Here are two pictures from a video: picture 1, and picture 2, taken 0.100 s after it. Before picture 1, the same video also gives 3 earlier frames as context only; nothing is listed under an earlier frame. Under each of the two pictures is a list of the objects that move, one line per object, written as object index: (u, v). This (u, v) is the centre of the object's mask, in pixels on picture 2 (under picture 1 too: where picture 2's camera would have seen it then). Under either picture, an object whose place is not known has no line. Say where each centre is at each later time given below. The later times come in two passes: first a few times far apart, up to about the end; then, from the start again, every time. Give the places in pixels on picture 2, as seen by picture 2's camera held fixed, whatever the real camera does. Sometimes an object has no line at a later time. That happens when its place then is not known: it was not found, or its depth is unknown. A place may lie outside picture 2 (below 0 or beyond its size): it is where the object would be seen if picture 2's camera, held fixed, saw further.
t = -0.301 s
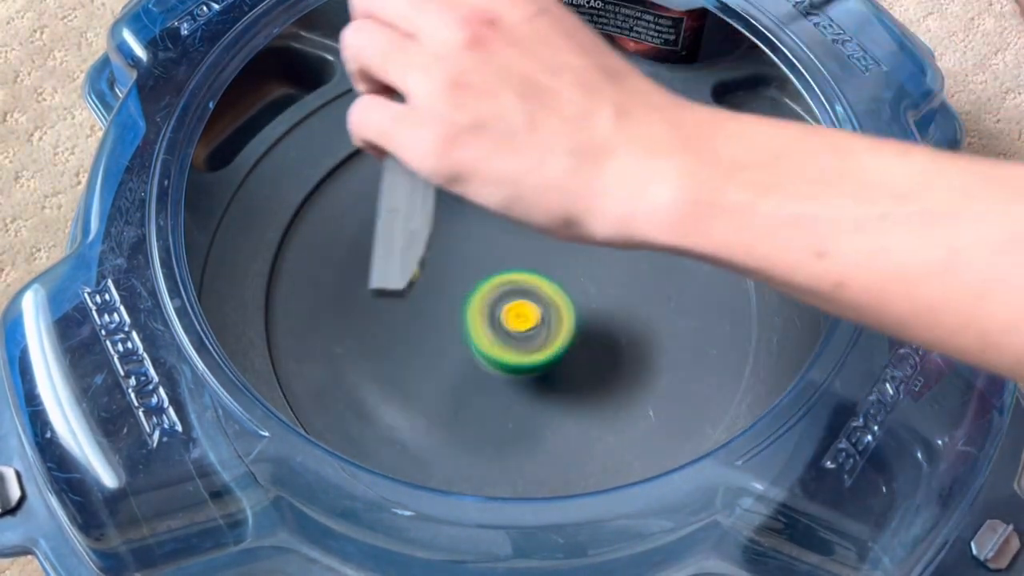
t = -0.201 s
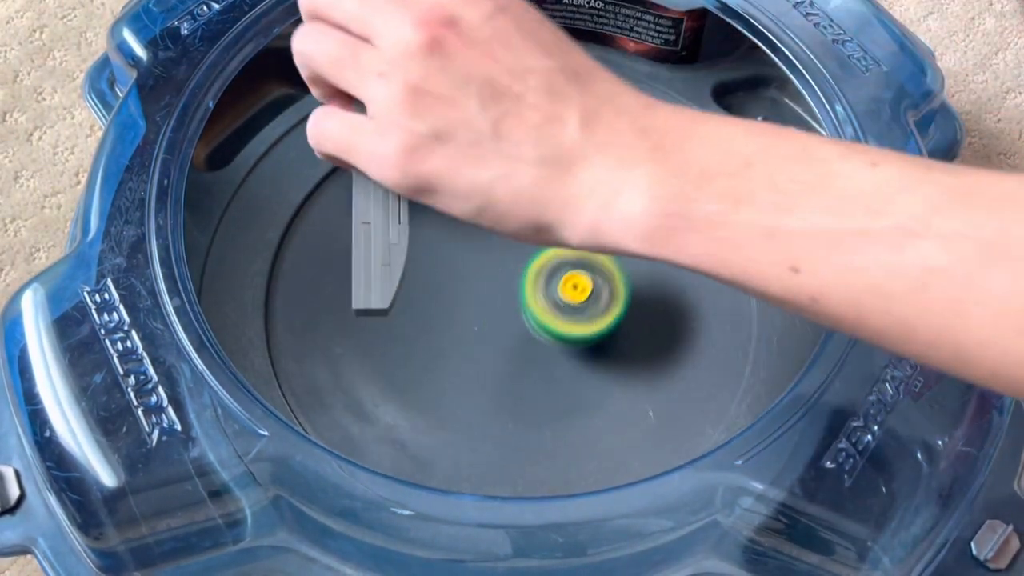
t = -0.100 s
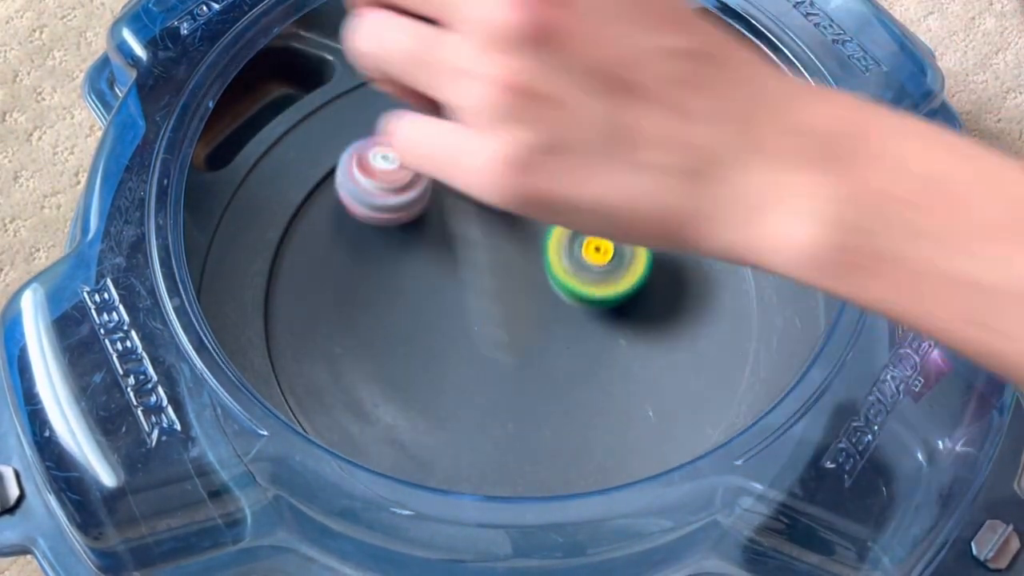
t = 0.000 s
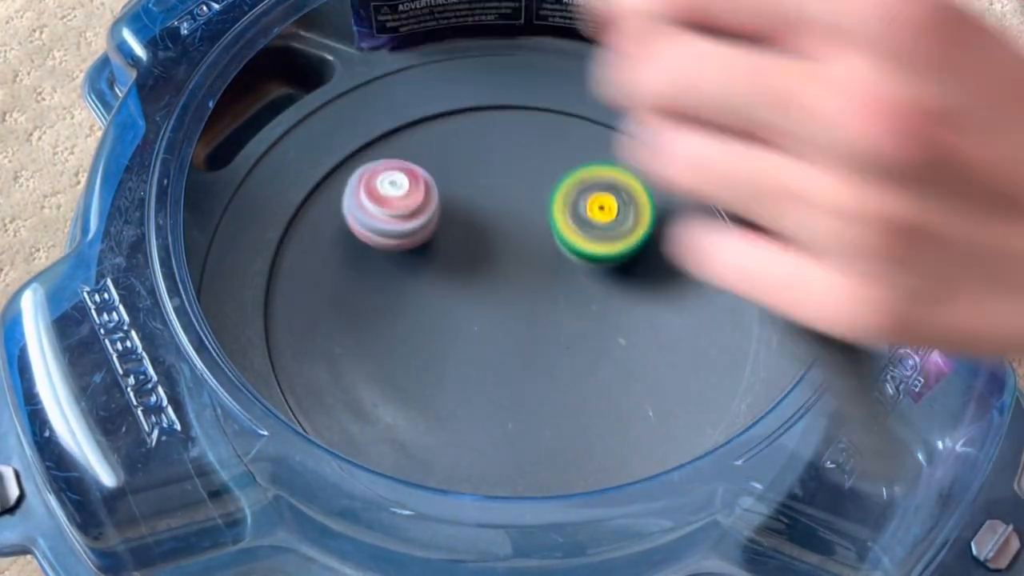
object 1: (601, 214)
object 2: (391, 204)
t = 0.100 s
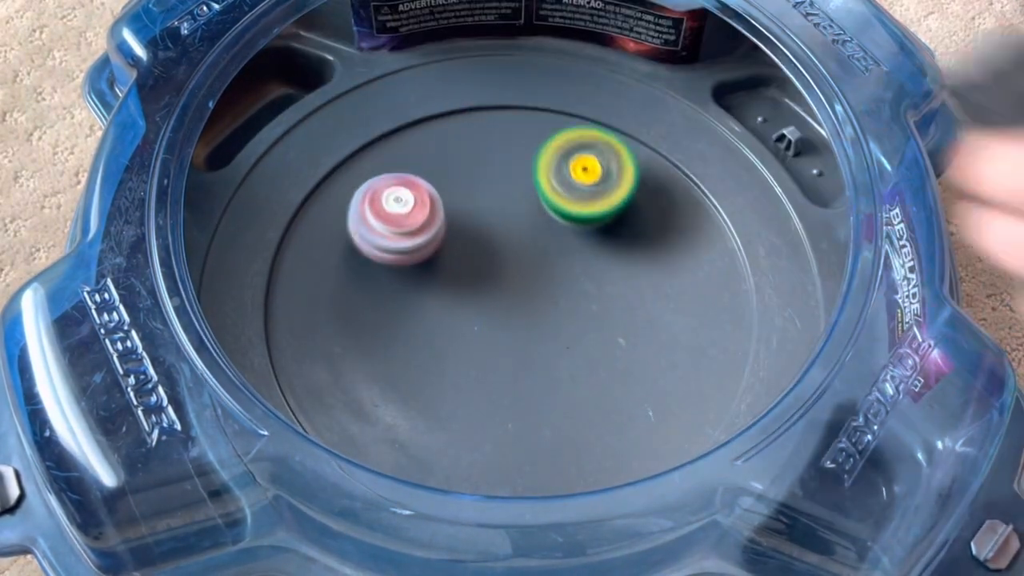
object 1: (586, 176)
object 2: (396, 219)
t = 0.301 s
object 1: (492, 175)
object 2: (401, 240)
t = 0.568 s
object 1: (564, 285)
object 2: (385, 267)
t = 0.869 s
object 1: (669, 275)
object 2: (395, 289)
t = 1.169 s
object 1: (523, 279)
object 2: (408, 309)
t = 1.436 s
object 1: (657, 297)
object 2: (328, 310)
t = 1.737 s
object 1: (538, 268)
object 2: (347, 326)
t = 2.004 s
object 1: (602, 281)
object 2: (295, 351)
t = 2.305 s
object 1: (620, 201)
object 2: (328, 364)
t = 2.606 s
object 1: (481, 257)
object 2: (394, 375)
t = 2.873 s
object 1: (536, 205)
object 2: (512, 451)
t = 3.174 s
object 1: (493, 193)
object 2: (597, 380)
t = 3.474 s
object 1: (515, 270)
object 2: (627, 398)
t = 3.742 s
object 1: (413, 90)
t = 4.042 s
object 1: (479, 227)
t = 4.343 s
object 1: (560, 334)
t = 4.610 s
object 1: (533, 340)
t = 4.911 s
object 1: (461, 300)
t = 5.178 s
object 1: (459, 246)
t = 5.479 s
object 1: (531, 229)
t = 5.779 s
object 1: (580, 270)
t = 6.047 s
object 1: (561, 330)
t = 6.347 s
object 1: (466, 347)
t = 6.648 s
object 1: (432, 284)
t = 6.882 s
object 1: (481, 223)
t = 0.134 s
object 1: (574, 166)
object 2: (397, 223)
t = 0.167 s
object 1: (560, 159)
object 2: (397, 226)
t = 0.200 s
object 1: (544, 156)
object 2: (398, 229)
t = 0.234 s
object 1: (526, 157)
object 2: (399, 233)
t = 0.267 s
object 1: (508, 164)
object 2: (400, 236)
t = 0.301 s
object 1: (492, 175)
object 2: (401, 240)
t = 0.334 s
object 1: (488, 188)
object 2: (391, 245)
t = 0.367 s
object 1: (493, 202)
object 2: (384, 250)
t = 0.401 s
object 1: (499, 218)
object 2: (383, 253)
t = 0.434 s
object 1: (509, 235)
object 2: (384, 255)
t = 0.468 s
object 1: (520, 250)
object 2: (384, 259)
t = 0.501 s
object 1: (534, 264)
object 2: (384, 261)
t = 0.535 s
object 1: (549, 275)
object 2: (385, 264)
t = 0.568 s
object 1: (564, 285)
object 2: (385, 267)
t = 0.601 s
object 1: (580, 292)
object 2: (386, 269)
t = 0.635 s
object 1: (595, 297)
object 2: (387, 272)
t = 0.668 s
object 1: (609, 299)
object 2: (387, 274)
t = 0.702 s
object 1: (623, 300)
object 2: (388, 277)
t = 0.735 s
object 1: (635, 299)
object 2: (389, 279)
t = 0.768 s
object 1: (647, 297)
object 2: (391, 282)
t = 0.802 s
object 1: (657, 292)
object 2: (392, 284)
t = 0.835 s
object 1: (665, 284)
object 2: (393, 287)
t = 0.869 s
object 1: (669, 275)
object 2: (395, 289)
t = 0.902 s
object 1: (667, 264)
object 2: (396, 291)
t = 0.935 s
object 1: (658, 254)
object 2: (398, 294)
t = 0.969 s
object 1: (643, 248)
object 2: (401, 296)
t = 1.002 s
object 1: (624, 246)
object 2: (403, 298)
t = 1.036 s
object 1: (603, 247)
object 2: (405, 301)
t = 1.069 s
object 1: (581, 251)
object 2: (407, 303)
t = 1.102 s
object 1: (559, 259)
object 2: (409, 305)
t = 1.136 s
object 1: (538, 268)
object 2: (411, 307)
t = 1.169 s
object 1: (523, 279)
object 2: (408, 309)
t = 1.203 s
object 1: (551, 286)
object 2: (371, 308)
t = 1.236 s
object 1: (576, 295)
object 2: (343, 307)
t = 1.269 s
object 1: (598, 302)
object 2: (327, 305)
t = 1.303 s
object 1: (617, 307)
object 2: (321, 304)
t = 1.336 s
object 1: (630, 309)
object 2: (322, 304)
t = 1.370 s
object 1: (641, 308)
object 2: (325, 306)
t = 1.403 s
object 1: (651, 304)
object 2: (326, 308)
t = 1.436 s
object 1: (657, 297)
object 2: (328, 310)
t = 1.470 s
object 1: (661, 288)
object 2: (330, 312)
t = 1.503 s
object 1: (659, 277)
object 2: (332, 314)
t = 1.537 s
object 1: (651, 267)
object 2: (333, 316)
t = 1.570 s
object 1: (637, 260)
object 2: (334, 317)
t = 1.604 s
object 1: (619, 256)
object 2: (336, 319)
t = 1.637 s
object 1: (599, 255)
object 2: (338, 321)
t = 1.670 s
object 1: (578, 257)
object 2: (341, 323)
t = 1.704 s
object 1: (557, 262)
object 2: (344, 325)
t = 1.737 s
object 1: (538, 268)
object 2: (347, 326)
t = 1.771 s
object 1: (519, 275)
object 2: (352, 329)
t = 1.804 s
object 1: (502, 283)
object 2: (356, 331)
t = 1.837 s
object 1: (488, 292)
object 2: (364, 333)
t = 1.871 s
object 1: (480, 300)
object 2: (370, 336)
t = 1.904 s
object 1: (513, 297)
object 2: (335, 343)
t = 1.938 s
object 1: (548, 293)
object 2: (308, 350)
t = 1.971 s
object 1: (578, 288)
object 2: (295, 352)
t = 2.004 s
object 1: (602, 281)
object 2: (295, 351)
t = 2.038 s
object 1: (621, 275)
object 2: (299, 351)
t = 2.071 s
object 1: (634, 268)
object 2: (304, 352)
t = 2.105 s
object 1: (641, 260)
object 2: (308, 353)
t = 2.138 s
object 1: (644, 252)
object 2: (311, 355)
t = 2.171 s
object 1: (645, 242)
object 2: (315, 357)
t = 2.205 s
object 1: (643, 231)
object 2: (317, 358)
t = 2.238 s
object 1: (640, 220)
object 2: (321, 360)
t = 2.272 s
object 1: (632, 210)
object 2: (324, 362)
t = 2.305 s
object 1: (620, 201)
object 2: (328, 364)
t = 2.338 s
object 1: (605, 196)
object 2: (332, 366)
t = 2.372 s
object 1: (588, 195)
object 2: (336, 367)
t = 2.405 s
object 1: (570, 198)
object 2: (340, 369)
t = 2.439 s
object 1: (552, 203)
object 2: (344, 371)
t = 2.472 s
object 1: (535, 211)
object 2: (348, 372)
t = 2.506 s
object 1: (519, 220)
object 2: (354, 373)
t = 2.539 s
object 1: (504, 232)
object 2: (363, 374)
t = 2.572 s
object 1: (492, 244)
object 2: (378, 375)
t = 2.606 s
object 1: (481, 257)
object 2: (394, 375)
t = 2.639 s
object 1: (471, 270)
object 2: (410, 375)
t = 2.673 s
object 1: (464, 280)
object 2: (426, 374)
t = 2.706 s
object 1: (477, 265)
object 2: (426, 396)
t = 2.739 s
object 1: (493, 249)
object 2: (431, 419)
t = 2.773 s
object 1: (508, 234)
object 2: (446, 435)
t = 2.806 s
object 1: (520, 222)
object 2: (466, 444)
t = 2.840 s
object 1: (530, 213)
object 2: (487, 449)
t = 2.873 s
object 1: (536, 205)
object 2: (512, 451)
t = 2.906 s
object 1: (538, 198)
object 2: (532, 447)
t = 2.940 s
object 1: (537, 193)
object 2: (554, 441)
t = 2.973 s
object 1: (534, 189)
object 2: (570, 432)
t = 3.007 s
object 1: (529, 184)
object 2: (583, 418)
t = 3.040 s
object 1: (523, 180)
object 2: (591, 405)
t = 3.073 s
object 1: (515, 177)
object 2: (595, 395)
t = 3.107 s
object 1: (507, 179)
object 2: (596, 387)
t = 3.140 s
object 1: (499, 184)
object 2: (597, 382)
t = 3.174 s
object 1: (493, 193)
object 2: (597, 380)
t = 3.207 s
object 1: (490, 205)
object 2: (598, 379)
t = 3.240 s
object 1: (489, 218)
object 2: (599, 377)
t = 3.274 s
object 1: (491, 232)
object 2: (599, 375)
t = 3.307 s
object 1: (495, 245)
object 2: (599, 373)
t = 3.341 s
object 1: (501, 258)
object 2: (599, 372)
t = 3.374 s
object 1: (509, 270)
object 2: (601, 370)
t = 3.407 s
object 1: (516, 281)
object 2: (602, 368)
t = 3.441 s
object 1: (525, 291)
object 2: (602, 367)
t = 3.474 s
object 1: (515, 270)
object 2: (627, 398)
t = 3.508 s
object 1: (492, 229)
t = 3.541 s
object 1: (471, 189)
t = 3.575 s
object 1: (455, 155)
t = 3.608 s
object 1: (438, 126)
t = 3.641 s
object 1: (428, 102)
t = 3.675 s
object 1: (421, 90)
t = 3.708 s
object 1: (416, 88)
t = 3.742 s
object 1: (413, 90)
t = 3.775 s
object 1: (411, 95)
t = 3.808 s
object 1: (411, 102)
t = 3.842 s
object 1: (415, 119)
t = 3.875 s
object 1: (422, 134)
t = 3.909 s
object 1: (430, 151)
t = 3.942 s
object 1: (439, 168)
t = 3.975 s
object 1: (451, 189)
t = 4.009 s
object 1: (464, 208)
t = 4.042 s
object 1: (479, 227)
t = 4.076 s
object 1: (491, 245)
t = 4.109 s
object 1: (506, 263)
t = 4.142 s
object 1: (520, 278)
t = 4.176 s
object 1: (530, 291)
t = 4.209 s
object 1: (538, 301)
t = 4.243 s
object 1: (545, 311)
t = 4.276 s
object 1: (552, 319)
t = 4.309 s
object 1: (557, 327)
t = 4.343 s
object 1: (560, 334)
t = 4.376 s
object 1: (563, 338)
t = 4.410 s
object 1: (563, 342)
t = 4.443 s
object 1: (562, 344)
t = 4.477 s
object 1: (559, 346)
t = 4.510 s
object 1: (554, 347)
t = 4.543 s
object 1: (548, 346)
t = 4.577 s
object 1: (541, 343)
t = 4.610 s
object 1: (533, 340)
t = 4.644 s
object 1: (524, 338)
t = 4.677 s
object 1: (516, 336)
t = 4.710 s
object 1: (508, 332)
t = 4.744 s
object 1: (500, 328)
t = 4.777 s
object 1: (491, 323)
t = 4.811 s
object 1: (482, 318)
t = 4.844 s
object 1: (474, 313)
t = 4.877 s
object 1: (468, 307)
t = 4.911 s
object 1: (461, 300)
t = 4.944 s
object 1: (456, 294)
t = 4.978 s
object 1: (452, 287)
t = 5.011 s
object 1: (450, 280)
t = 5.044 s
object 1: (449, 271)
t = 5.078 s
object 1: (450, 264)
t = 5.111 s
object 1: (451, 258)
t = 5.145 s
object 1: (454, 252)
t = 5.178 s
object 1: (459, 246)
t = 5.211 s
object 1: (464, 241)
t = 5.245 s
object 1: (471, 237)
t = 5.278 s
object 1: (478, 233)
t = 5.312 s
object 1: (486, 230)
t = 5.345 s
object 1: (495, 229)
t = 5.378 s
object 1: (504, 226)
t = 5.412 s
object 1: (513, 227)
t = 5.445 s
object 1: (521, 226)
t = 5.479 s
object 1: (531, 229)
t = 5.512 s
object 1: (537, 230)
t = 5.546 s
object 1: (546, 233)
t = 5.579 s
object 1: (552, 237)
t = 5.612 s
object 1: (559, 242)
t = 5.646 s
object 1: (564, 245)
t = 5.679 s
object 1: (570, 251)
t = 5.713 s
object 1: (574, 256)
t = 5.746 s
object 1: (578, 262)
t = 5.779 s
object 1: (580, 270)
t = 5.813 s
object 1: (583, 277)
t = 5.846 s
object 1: (586, 284)
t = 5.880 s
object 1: (585, 292)
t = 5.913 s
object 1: (583, 301)
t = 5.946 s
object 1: (580, 308)
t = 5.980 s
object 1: (575, 316)
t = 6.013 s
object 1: (569, 323)
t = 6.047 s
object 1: (561, 330)
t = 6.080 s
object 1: (553, 335)
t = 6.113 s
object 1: (543, 341)
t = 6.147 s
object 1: (531, 346)
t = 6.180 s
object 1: (521, 349)
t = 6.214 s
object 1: (509, 351)
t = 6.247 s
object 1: (497, 352)
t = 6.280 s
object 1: (486, 352)
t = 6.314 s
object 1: (475, 350)
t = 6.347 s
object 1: (466, 347)
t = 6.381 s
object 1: (456, 343)
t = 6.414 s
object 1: (448, 338)
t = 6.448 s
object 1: (441, 332)
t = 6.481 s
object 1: (436, 325)
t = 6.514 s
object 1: (432, 319)
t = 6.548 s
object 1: (430, 310)
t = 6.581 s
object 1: (428, 301)
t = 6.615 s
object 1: (429, 293)
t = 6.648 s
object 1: (432, 284)
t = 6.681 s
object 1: (435, 275)
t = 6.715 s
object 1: (440, 265)
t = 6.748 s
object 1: (445, 256)
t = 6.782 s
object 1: (453, 248)
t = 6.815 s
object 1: (462, 239)
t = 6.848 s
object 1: (471, 231)
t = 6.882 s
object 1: (481, 223)
